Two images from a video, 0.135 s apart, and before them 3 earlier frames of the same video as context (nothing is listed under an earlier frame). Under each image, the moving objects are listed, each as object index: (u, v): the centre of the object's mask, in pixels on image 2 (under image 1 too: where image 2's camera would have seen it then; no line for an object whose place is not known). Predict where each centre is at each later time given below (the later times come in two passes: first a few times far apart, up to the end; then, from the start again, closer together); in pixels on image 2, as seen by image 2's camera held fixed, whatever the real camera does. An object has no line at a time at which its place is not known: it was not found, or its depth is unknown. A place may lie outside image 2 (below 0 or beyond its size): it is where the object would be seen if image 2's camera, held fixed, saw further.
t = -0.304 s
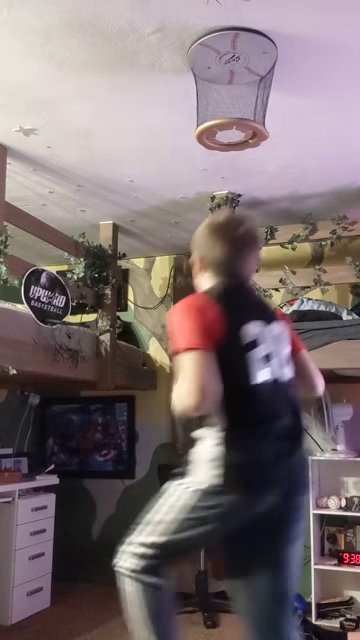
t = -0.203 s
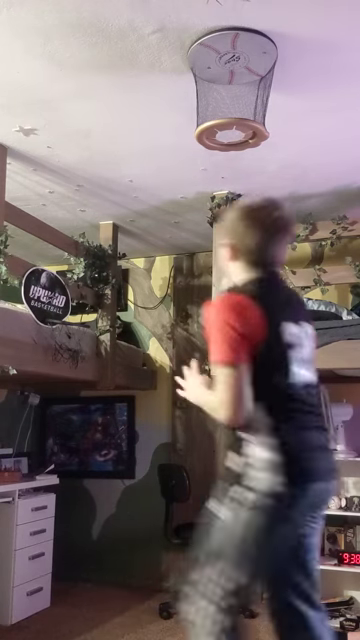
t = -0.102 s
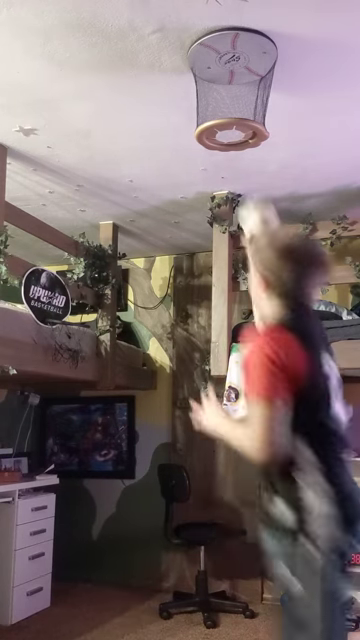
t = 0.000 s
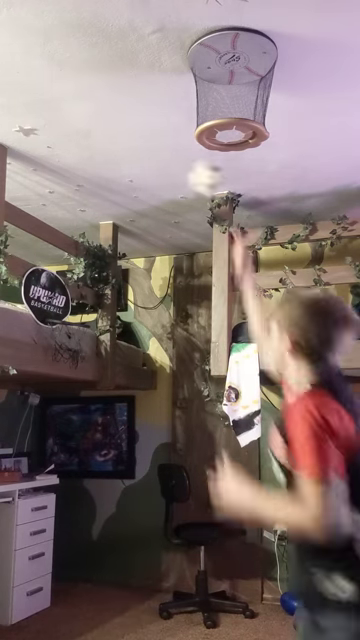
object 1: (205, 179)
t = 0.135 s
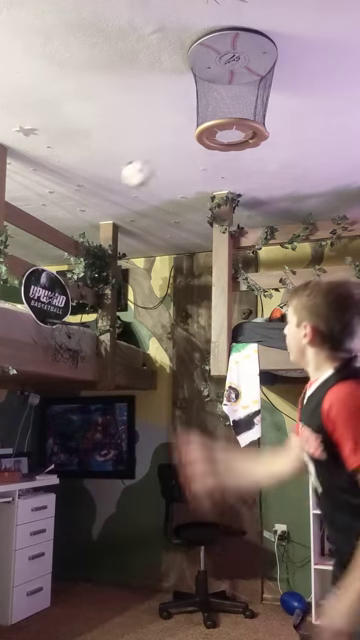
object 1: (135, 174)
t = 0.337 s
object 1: (76, 232)
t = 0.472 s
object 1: (65, 293)
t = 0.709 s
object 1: (139, 395)
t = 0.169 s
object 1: (124, 179)
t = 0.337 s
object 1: (76, 232)
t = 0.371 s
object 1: (70, 246)
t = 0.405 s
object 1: (60, 261)
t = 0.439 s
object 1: (53, 281)
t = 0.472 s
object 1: (65, 293)
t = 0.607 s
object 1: (107, 347)
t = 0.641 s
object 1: (117, 360)
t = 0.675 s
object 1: (129, 375)
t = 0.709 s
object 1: (139, 395)
